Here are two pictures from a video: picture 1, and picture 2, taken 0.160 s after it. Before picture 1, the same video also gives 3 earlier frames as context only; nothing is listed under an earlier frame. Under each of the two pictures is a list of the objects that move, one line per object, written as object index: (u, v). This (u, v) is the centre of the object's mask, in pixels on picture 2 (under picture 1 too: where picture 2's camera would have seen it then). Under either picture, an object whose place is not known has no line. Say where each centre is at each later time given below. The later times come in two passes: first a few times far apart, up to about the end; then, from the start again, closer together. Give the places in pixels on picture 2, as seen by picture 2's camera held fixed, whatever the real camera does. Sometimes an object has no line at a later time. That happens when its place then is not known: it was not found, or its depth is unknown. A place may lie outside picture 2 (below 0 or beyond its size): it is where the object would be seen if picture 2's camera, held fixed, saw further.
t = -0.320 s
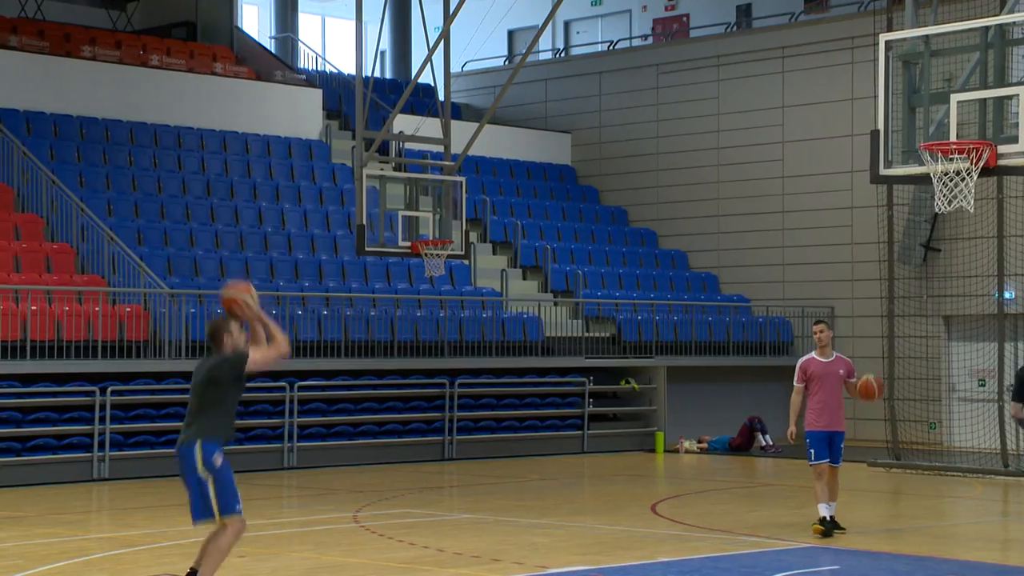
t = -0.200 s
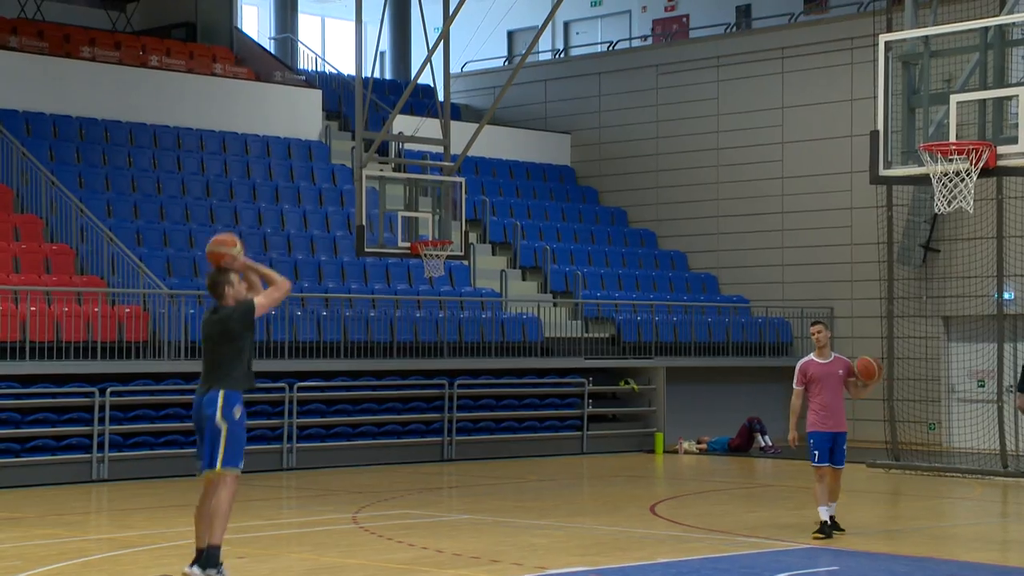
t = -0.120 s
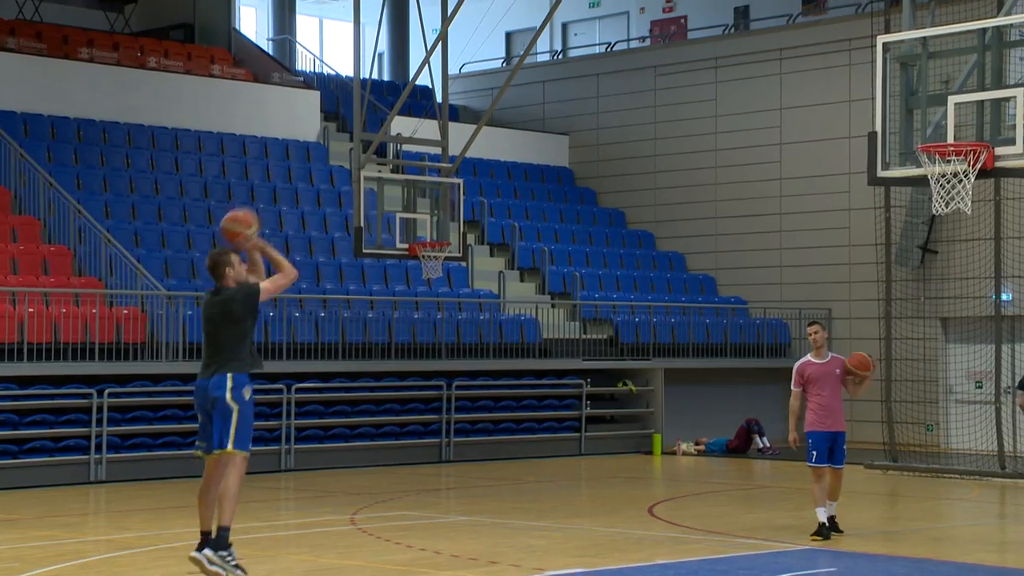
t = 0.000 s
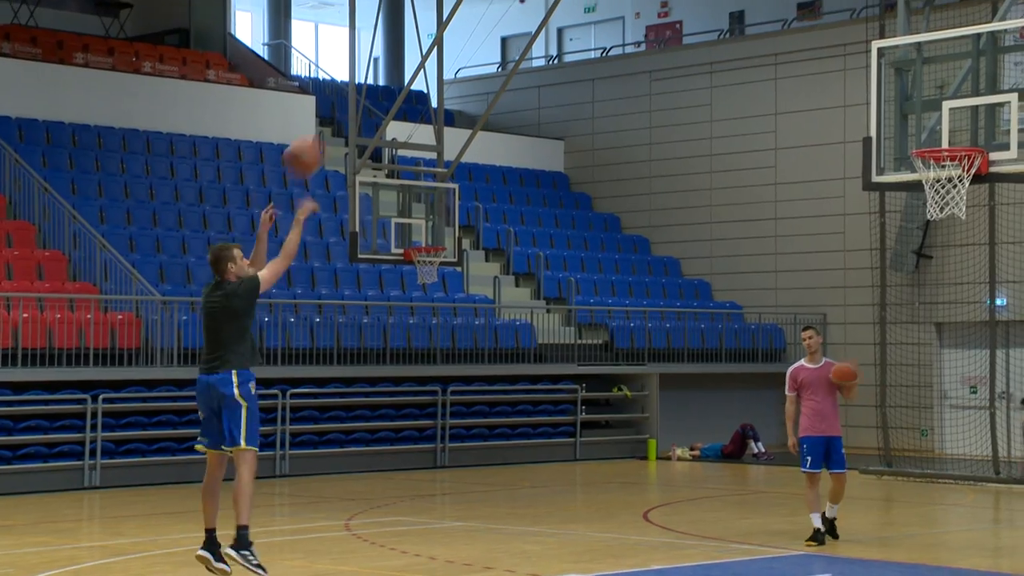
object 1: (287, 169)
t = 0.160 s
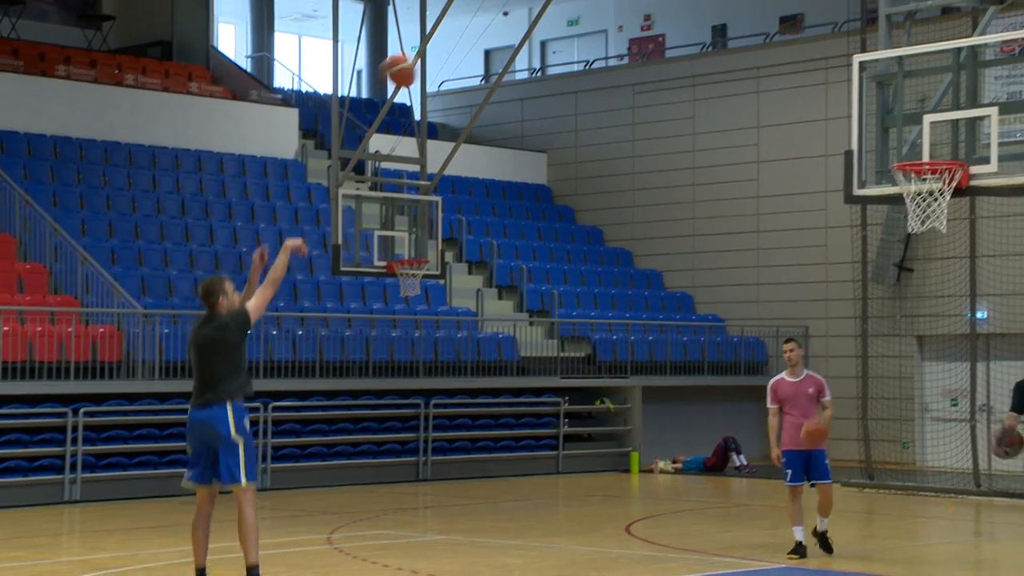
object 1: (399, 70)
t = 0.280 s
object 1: (482, 21)
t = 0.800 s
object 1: (809, 48)
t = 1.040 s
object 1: (950, 185)
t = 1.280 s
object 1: (948, 288)
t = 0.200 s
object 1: (427, 51)
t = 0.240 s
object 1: (455, 35)
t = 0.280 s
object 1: (482, 21)
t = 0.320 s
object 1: (508, 9)
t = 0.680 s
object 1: (736, 8)
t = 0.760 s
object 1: (786, 32)
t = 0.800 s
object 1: (809, 48)
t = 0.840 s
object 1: (832, 65)
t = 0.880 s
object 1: (859, 86)
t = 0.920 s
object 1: (882, 108)
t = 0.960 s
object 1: (904, 130)
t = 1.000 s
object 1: (928, 153)
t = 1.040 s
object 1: (950, 185)
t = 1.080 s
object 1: (954, 204)
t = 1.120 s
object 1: (953, 214)
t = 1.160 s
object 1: (951, 231)
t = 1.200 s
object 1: (949, 248)
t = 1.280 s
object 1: (948, 288)
